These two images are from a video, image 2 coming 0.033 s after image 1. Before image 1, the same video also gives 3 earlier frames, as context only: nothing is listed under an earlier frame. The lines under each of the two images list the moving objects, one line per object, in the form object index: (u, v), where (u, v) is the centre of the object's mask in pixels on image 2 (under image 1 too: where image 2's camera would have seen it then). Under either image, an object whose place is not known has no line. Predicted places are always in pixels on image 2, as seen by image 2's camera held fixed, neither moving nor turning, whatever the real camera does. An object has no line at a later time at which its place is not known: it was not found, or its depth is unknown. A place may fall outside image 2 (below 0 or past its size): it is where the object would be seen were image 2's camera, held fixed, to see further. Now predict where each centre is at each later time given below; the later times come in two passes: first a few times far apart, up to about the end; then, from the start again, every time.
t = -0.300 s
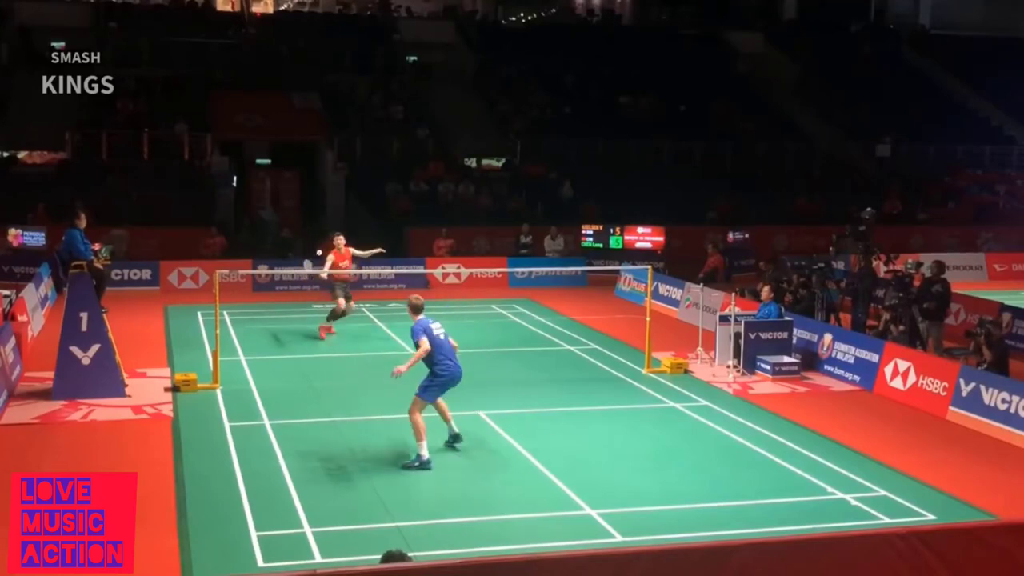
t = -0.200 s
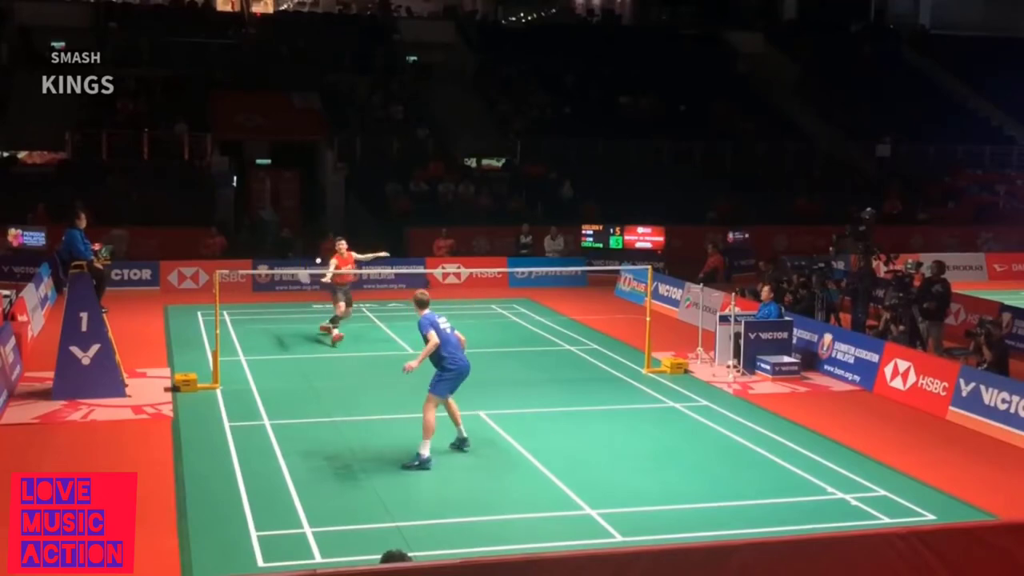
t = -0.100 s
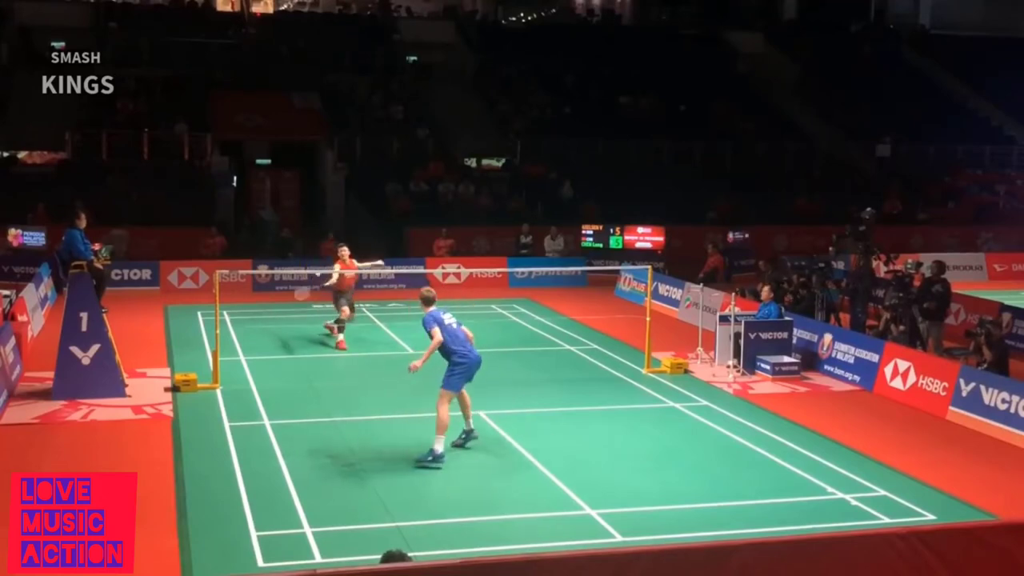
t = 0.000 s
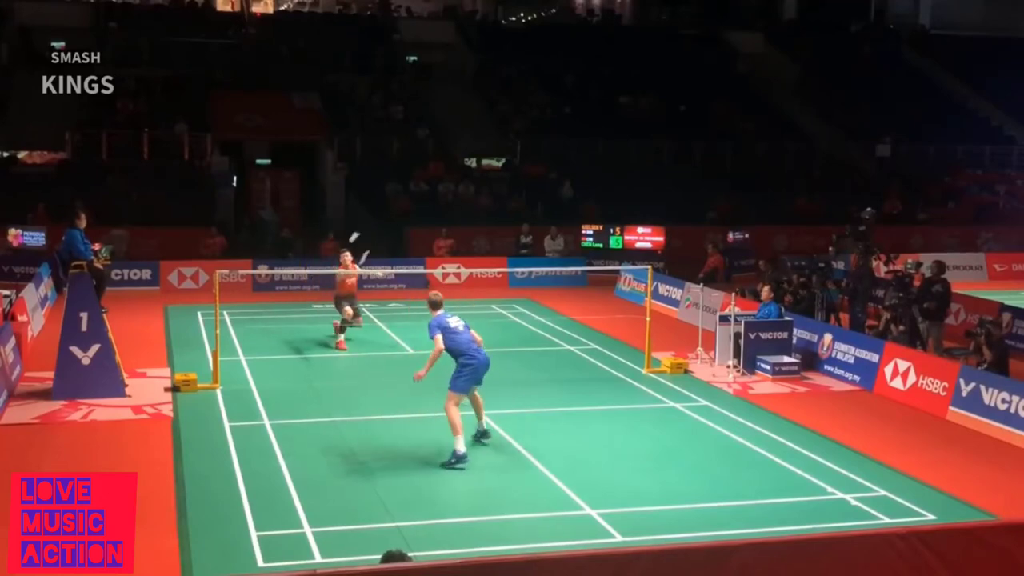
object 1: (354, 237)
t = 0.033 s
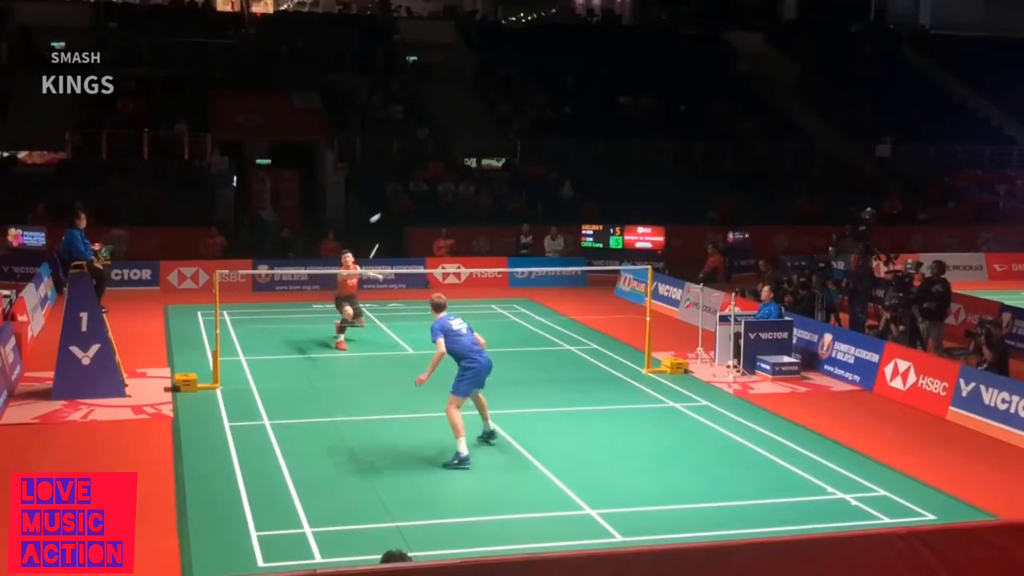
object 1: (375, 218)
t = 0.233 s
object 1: (473, 134)
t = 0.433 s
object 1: (551, 96)
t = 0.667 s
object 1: (627, 95)
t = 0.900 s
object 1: (693, 141)
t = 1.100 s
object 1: (740, 217)
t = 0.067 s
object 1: (394, 200)
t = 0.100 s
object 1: (412, 184)
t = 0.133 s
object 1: (428, 169)
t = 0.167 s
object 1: (443, 157)
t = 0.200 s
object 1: (459, 145)
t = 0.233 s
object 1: (473, 134)
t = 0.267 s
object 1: (487, 125)
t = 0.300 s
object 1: (501, 117)
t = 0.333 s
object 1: (514, 110)
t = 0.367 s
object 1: (526, 104)
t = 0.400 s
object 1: (539, 100)
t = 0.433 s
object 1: (551, 96)
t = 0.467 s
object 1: (562, 92)
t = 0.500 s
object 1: (574, 90)
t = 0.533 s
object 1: (585, 90)
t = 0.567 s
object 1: (596, 90)
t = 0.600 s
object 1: (607, 90)
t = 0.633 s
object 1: (617, 92)
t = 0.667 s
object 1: (627, 95)
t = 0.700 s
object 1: (637, 99)
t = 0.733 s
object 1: (647, 103)
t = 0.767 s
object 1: (657, 109)
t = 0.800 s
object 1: (666, 116)
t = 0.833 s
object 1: (675, 123)
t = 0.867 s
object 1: (684, 132)
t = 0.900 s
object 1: (693, 141)
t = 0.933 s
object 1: (701, 152)
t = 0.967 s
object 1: (709, 163)
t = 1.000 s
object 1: (717, 175)
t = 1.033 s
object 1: (725, 188)
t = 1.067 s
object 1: (732, 202)
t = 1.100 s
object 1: (740, 217)
